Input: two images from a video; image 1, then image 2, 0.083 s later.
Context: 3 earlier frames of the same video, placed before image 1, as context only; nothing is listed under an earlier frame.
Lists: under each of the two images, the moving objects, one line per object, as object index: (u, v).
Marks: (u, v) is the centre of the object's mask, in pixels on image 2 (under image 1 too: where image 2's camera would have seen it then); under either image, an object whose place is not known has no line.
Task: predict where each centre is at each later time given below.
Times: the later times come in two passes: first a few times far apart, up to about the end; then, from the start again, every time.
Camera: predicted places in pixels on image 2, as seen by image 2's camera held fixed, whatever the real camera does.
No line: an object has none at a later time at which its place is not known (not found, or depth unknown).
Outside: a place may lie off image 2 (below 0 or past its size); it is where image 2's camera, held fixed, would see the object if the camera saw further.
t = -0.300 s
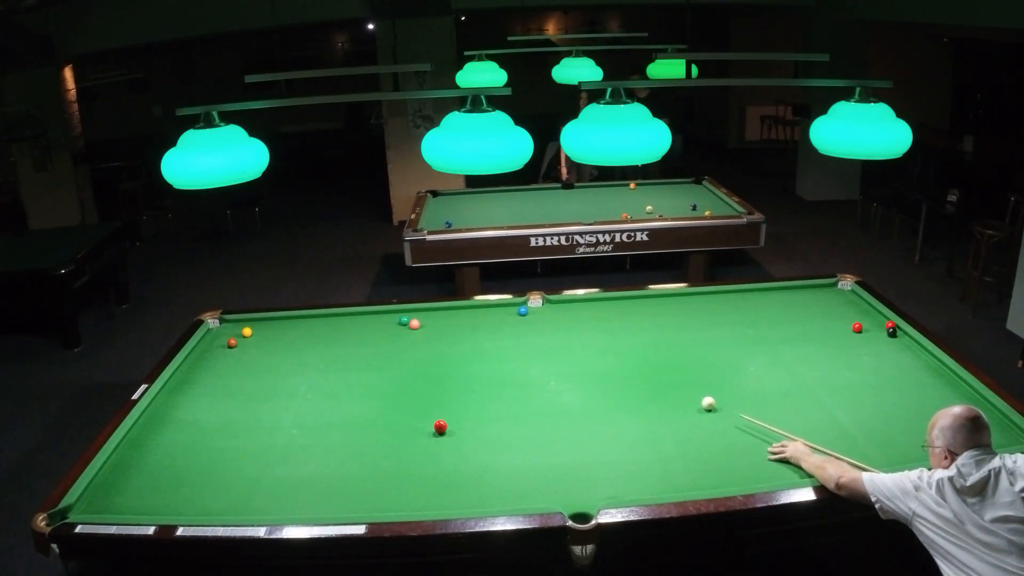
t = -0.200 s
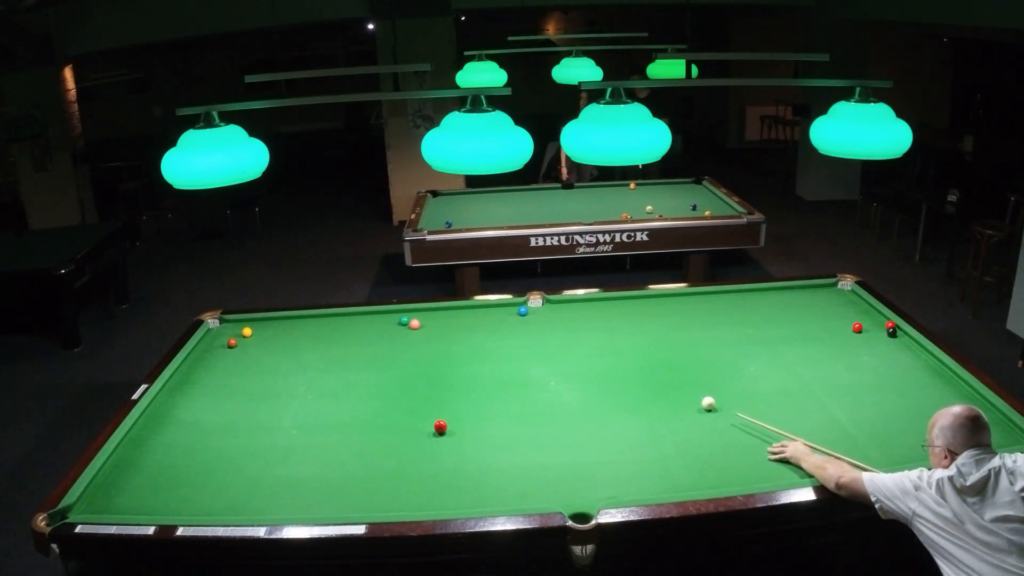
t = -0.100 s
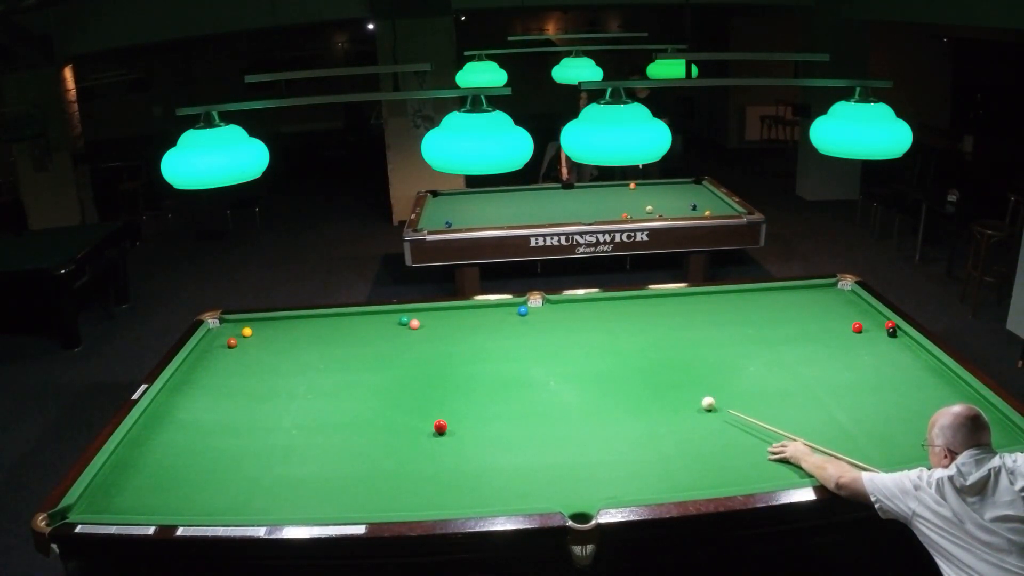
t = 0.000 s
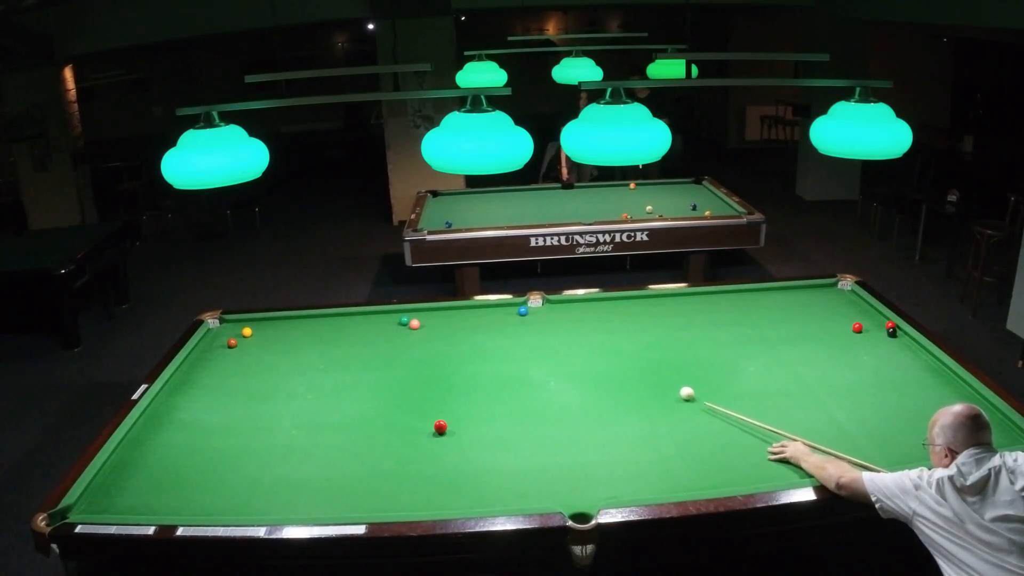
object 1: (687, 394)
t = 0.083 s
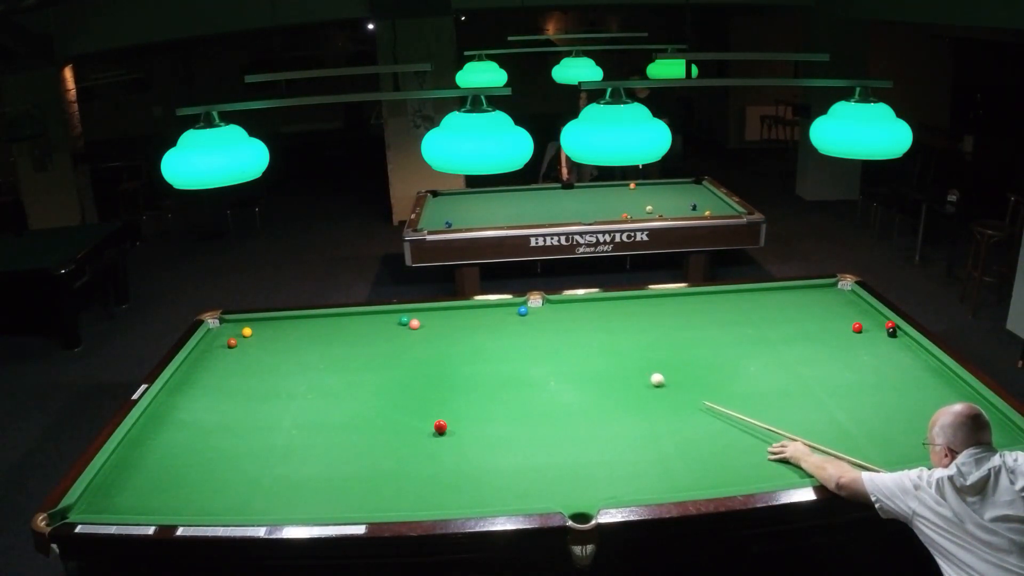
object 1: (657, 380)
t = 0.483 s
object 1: (559, 334)
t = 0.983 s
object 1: (479, 318)
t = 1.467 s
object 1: (422, 356)
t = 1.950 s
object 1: (357, 399)
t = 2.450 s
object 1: (280, 450)
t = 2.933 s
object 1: (198, 504)
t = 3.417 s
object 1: (170, 487)
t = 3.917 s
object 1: (161, 456)
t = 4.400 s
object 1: (155, 432)
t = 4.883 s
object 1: (150, 413)
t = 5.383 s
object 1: (163, 400)
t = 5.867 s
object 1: (178, 391)
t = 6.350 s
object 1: (188, 384)
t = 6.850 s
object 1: (196, 379)
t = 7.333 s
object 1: (201, 377)
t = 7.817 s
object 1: (203, 375)
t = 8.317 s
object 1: (203, 375)
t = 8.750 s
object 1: (203, 375)
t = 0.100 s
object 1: (652, 377)
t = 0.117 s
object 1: (647, 375)
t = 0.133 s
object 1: (642, 373)
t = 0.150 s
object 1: (638, 371)
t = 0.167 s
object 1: (633, 369)
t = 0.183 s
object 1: (629, 367)
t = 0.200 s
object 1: (624, 365)
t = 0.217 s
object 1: (620, 363)
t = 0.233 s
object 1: (616, 361)
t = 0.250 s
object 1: (612, 359)
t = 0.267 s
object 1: (608, 357)
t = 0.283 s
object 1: (604, 355)
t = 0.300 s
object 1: (600, 353)
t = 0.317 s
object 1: (596, 352)
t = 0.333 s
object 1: (592, 350)
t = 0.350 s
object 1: (588, 348)
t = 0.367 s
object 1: (584, 346)
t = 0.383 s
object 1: (580, 345)
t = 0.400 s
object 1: (577, 343)
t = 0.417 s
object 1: (573, 341)
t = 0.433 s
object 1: (569, 339)
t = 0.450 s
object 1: (565, 338)
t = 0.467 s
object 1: (562, 336)
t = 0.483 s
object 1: (559, 334)
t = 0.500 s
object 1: (555, 333)
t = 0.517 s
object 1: (551, 331)
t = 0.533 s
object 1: (548, 330)
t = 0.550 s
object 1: (545, 328)
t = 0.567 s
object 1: (542, 326)
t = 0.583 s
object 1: (538, 325)
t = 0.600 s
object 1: (535, 323)
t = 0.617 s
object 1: (532, 322)
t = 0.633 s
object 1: (529, 320)
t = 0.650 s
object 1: (526, 319)
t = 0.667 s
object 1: (522, 317)
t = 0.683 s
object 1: (520, 316)
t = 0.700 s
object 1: (516, 315)
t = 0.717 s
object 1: (513, 313)
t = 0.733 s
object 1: (510, 312)
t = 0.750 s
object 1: (508, 311)
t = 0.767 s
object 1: (505, 309)
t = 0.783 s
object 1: (502, 308)
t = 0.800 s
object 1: (499, 307)
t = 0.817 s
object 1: (497, 306)
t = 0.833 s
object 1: (495, 308)
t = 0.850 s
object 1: (493, 309)
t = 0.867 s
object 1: (492, 310)
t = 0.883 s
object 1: (490, 311)
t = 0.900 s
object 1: (488, 312)
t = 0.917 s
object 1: (486, 314)
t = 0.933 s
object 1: (485, 315)
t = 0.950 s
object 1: (483, 316)
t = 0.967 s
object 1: (481, 317)
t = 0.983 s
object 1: (479, 318)
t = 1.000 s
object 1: (477, 319)
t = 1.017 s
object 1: (476, 321)
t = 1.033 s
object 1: (474, 322)
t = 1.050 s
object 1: (472, 323)
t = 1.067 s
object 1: (470, 324)
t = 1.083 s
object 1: (468, 326)
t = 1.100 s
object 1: (466, 327)
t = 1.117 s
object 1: (464, 328)
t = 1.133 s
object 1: (462, 329)
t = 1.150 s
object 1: (460, 331)
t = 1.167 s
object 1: (459, 332)
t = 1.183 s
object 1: (457, 333)
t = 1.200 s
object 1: (455, 335)
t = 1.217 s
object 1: (453, 336)
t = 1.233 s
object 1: (451, 337)
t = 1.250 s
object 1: (449, 338)
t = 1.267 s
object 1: (447, 340)
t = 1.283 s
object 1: (445, 341)
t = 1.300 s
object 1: (443, 342)
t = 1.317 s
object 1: (441, 344)
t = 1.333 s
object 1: (439, 345)
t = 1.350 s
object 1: (437, 346)
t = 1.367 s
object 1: (435, 348)
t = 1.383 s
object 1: (433, 349)
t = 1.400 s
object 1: (431, 350)
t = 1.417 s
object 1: (428, 352)
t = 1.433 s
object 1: (426, 353)
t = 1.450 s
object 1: (424, 355)
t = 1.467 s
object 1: (422, 356)
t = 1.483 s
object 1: (420, 357)
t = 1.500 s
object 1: (418, 359)
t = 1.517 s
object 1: (416, 360)
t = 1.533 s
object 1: (414, 362)
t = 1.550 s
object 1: (411, 363)
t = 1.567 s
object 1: (409, 364)
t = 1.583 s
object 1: (407, 366)
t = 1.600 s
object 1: (405, 367)
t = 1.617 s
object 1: (403, 369)
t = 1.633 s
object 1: (401, 370)
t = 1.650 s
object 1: (399, 372)
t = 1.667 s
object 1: (396, 373)
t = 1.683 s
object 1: (394, 375)
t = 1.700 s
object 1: (392, 376)
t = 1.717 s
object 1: (390, 377)
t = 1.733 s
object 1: (387, 379)
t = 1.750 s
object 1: (385, 380)
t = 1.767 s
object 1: (383, 382)
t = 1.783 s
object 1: (380, 383)
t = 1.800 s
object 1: (378, 385)
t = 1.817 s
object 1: (376, 386)
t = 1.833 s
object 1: (373, 388)
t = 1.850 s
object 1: (371, 389)
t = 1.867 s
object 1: (369, 391)
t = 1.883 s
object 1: (366, 393)
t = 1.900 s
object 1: (364, 394)
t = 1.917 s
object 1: (362, 396)
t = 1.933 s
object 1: (360, 397)
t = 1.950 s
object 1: (357, 399)
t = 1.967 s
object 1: (355, 400)
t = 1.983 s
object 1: (352, 402)
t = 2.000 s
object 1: (350, 403)
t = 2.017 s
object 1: (347, 405)
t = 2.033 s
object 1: (345, 407)
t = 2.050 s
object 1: (342, 408)
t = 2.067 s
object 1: (340, 410)
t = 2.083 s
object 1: (338, 412)
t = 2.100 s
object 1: (335, 413)
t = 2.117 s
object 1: (332, 415)
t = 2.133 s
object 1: (330, 417)
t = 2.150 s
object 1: (327, 418)
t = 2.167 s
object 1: (325, 420)
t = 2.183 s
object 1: (322, 422)
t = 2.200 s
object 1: (320, 424)
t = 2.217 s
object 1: (317, 425)
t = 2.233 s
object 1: (314, 427)
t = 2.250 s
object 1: (312, 429)
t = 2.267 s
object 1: (309, 430)
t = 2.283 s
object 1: (307, 432)
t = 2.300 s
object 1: (304, 434)
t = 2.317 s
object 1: (302, 435)
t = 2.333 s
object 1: (299, 437)
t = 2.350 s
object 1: (296, 439)
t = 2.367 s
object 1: (294, 441)
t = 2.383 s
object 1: (291, 443)
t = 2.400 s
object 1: (289, 444)
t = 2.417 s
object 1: (286, 446)
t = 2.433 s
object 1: (283, 448)
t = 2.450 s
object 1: (280, 450)
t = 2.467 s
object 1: (278, 451)
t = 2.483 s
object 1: (275, 453)
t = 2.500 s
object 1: (272, 455)
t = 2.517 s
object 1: (269, 457)
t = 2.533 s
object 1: (267, 459)
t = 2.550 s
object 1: (264, 461)
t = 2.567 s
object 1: (261, 462)
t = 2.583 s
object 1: (259, 464)
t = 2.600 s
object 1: (256, 466)
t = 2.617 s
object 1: (253, 468)
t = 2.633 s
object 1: (250, 470)
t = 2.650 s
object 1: (247, 472)
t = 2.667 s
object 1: (245, 473)
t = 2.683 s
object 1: (242, 475)
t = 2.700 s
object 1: (239, 477)
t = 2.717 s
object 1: (236, 479)
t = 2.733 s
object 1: (233, 481)
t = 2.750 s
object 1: (230, 483)
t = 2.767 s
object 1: (227, 484)
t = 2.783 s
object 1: (225, 486)
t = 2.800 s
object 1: (222, 488)
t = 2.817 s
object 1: (219, 490)
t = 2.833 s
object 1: (216, 492)
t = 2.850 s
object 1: (213, 494)
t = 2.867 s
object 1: (210, 495)
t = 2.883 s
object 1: (207, 498)
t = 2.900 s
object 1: (204, 499)
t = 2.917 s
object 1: (201, 501)
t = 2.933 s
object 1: (198, 504)
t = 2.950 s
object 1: (195, 505)
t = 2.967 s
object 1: (192, 507)
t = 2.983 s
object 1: (189, 509)
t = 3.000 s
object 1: (186, 510)
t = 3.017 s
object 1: (183, 511)
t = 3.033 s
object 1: (181, 512)
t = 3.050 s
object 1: (178, 513)
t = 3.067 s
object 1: (178, 511)
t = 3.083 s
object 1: (178, 510)
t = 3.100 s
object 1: (177, 509)
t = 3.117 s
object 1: (177, 509)
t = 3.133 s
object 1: (176, 508)
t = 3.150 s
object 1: (176, 507)
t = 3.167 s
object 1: (176, 506)
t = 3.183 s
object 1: (175, 504)
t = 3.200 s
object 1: (175, 503)
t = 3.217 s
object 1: (174, 502)
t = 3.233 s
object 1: (174, 500)
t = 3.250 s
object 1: (174, 499)
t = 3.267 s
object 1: (173, 498)
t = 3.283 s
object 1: (173, 496)
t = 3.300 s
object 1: (172, 496)
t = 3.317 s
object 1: (172, 494)
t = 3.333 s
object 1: (172, 493)
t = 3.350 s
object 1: (171, 491)
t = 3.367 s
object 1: (171, 490)
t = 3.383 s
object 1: (171, 489)
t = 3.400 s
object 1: (170, 488)
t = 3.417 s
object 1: (170, 487)
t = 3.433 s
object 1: (170, 486)
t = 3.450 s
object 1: (169, 484)
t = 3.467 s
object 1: (169, 483)
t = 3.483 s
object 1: (169, 482)
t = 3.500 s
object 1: (168, 481)
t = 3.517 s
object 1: (168, 480)
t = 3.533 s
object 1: (168, 479)
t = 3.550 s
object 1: (168, 478)
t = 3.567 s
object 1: (167, 476)
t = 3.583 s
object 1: (167, 476)
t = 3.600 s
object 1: (167, 474)
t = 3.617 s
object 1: (166, 473)
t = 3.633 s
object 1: (166, 472)
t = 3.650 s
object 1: (166, 471)
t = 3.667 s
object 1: (165, 470)
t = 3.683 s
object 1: (165, 469)
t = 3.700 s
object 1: (165, 468)
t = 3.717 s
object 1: (164, 467)
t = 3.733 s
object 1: (164, 466)
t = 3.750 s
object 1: (164, 465)
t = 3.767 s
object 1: (164, 464)
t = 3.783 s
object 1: (163, 463)
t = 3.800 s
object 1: (163, 462)
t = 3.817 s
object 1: (163, 461)
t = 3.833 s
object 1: (163, 460)
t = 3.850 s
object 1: (162, 459)
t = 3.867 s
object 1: (162, 458)
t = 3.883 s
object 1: (162, 457)
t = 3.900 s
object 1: (162, 456)
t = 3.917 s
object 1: (161, 456)
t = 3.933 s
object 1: (161, 455)
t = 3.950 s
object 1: (161, 454)
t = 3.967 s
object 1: (160, 453)
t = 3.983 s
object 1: (160, 452)
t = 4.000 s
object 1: (160, 451)
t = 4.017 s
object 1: (160, 450)
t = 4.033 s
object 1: (160, 449)
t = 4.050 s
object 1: (159, 448)
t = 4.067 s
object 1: (159, 448)
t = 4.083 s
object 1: (159, 447)
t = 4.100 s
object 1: (159, 446)
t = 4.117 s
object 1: (158, 445)
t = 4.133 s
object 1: (158, 444)
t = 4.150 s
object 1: (158, 443)
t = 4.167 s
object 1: (158, 442)
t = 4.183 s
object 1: (157, 442)
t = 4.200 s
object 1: (157, 441)
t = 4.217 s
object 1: (157, 440)
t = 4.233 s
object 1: (157, 439)
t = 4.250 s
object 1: (157, 438)
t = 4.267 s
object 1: (156, 438)
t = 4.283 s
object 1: (156, 437)
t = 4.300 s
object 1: (156, 436)
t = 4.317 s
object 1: (156, 435)
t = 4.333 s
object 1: (156, 434)
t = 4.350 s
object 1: (155, 434)
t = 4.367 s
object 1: (155, 433)
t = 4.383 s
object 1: (155, 432)
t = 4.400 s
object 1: (155, 432)
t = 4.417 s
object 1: (155, 431)
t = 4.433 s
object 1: (155, 430)
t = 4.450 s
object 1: (154, 429)
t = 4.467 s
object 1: (154, 429)
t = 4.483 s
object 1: (154, 428)
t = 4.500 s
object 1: (154, 427)
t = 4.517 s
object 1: (154, 426)
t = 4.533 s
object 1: (153, 426)
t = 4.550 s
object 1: (153, 425)
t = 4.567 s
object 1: (153, 424)
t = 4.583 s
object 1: (153, 424)
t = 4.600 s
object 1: (153, 423)
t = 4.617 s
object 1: (153, 422)
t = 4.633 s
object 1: (152, 422)
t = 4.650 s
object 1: (152, 421)
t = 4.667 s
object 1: (152, 420)
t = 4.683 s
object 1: (152, 420)
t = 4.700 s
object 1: (152, 419)
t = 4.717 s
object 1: (152, 419)
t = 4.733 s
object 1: (152, 418)
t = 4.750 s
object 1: (151, 417)
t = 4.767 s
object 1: (151, 417)
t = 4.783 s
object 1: (151, 416)
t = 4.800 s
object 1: (151, 416)
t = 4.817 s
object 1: (151, 415)
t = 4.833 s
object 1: (151, 414)
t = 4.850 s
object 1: (150, 414)
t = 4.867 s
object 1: (150, 413)
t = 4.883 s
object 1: (150, 413)
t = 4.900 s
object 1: (150, 412)
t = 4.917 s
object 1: (150, 412)
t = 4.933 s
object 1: (150, 411)
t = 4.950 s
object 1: (150, 411)
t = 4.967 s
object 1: (149, 410)
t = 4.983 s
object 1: (149, 409)
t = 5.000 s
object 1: (150, 409)
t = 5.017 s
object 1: (150, 408)
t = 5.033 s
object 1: (151, 408)
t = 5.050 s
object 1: (152, 408)
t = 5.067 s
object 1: (152, 407)
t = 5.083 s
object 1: (153, 407)
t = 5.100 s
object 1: (154, 406)
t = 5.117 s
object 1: (154, 406)
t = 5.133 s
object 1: (155, 405)
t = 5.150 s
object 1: (155, 405)
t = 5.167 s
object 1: (156, 405)
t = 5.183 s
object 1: (157, 404)
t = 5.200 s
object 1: (157, 404)
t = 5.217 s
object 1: (158, 403)
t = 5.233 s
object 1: (158, 403)
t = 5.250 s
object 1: (159, 402)
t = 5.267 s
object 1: (160, 402)
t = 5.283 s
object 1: (160, 402)
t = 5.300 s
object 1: (161, 401)
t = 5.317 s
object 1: (161, 401)
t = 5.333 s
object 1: (162, 401)
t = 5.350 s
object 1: (162, 400)
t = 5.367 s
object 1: (163, 400)
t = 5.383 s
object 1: (163, 400)
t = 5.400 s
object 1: (164, 399)
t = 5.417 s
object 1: (164, 399)
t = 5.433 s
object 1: (165, 399)
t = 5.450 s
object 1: (166, 398)
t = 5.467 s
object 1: (166, 398)
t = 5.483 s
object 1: (167, 398)
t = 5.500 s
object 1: (167, 397)
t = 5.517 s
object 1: (168, 397)
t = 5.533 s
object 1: (168, 397)
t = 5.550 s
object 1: (169, 396)
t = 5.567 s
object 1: (170, 396)
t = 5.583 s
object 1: (170, 396)
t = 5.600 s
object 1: (170, 395)
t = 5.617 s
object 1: (171, 395)
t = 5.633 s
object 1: (171, 395)
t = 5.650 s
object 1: (172, 395)
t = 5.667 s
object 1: (172, 394)
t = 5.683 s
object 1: (173, 394)
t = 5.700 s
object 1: (173, 394)
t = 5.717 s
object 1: (173, 393)
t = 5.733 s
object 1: (174, 393)
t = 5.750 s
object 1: (174, 393)
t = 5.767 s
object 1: (175, 392)
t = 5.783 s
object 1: (175, 392)
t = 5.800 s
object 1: (176, 392)
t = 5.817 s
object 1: (176, 391)
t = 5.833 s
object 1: (177, 391)
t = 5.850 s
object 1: (177, 391)
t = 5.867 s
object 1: (178, 391)
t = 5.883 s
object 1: (178, 390)
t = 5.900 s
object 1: (178, 390)
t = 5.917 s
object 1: (179, 390)
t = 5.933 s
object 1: (179, 389)
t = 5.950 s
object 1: (180, 389)
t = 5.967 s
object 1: (180, 389)
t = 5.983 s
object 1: (180, 389)
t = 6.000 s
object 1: (181, 389)
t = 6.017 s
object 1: (181, 388)
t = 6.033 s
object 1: (181, 388)
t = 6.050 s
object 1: (182, 388)
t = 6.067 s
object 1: (182, 388)
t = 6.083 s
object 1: (182, 387)
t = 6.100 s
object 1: (183, 387)
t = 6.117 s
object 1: (183, 387)
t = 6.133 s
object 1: (184, 387)
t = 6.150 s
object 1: (184, 386)
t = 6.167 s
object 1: (184, 386)
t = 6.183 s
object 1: (185, 386)
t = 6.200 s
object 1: (185, 386)
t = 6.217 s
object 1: (186, 385)
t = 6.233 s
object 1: (186, 385)
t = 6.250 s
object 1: (186, 385)
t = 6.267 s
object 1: (186, 385)
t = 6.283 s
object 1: (187, 384)
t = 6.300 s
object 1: (187, 384)
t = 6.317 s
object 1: (187, 384)
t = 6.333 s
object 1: (188, 384)
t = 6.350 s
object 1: (188, 384)
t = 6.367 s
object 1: (188, 384)
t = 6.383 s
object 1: (189, 383)
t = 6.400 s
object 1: (189, 383)
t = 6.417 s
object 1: (190, 383)
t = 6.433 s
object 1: (190, 383)
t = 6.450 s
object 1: (190, 382)
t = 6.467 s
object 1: (190, 382)
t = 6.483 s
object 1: (191, 382)
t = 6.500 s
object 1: (191, 382)
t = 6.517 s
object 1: (191, 382)
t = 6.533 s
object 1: (192, 382)
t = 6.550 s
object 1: (192, 382)
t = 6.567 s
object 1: (192, 382)
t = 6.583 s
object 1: (192, 381)
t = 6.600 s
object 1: (193, 381)
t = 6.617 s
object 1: (193, 381)
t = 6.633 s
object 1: (193, 381)
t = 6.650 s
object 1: (194, 381)
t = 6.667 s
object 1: (194, 381)
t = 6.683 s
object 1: (194, 380)
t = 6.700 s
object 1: (194, 380)
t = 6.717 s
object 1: (195, 380)
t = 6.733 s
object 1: (195, 380)
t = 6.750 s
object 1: (195, 380)
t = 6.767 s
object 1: (195, 380)
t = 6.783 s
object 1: (195, 380)
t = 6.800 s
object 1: (196, 380)
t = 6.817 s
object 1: (196, 380)
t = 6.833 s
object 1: (196, 379)
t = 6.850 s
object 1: (196, 379)
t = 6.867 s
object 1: (196, 379)
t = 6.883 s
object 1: (197, 379)
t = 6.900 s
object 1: (197, 379)
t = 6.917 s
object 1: (197, 379)
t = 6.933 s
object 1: (197, 379)
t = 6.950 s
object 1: (198, 379)
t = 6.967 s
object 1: (198, 378)
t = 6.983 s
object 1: (198, 378)
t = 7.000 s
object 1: (198, 378)
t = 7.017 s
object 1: (198, 378)
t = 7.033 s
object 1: (198, 378)
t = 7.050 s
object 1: (199, 378)
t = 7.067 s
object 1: (199, 378)
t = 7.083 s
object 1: (199, 378)
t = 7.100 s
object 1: (199, 378)
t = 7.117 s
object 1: (199, 378)
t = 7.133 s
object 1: (199, 377)
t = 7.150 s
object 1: (199, 377)
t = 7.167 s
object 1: (200, 377)
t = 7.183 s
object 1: (200, 377)
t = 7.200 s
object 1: (200, 377)
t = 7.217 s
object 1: (200, 377)
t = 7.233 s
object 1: (200, 377)
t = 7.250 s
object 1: (200, 377)
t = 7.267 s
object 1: (200, 377)
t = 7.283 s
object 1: (201, 377)
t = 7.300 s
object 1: (201, 377)
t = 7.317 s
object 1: (201, 377)
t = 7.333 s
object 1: (201, 377)
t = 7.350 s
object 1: (201, 376)
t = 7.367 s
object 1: (201, 376)
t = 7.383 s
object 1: (201, 376)
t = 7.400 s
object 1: (201, 376)
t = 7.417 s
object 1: (202, 376)
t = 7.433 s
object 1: (202, 376)
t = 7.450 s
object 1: (202, 376)
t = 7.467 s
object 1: (202, 376)
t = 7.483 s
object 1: (202, 376)
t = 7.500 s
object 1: (202, 376)
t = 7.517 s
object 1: (202, 376)
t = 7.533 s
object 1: (202, 376)
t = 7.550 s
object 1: (202, 376)
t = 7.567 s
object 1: (202, 376)
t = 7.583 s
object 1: (202, 376)
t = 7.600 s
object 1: (202, 376)
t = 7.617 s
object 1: (202, 375)
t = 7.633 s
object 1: (203, 375)
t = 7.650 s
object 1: (202, 375)
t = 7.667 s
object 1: (203, 375)
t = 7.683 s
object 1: (203, 375)
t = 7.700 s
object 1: (203, 375)
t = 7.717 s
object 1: (202, 375)
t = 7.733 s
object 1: (203, 375)
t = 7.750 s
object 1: (203, 375)
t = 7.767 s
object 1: (203, 375)
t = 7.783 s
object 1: (203, 375)
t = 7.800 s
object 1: (203, 375)
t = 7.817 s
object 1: (203, 375)
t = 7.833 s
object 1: (203, 375)
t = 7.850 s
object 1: (203, 375)
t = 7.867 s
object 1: (203, 375)
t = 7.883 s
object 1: (203, 375)
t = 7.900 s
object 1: (203, 375)
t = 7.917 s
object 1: (203, 375)
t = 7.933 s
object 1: (203, 375)
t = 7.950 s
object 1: (203, 375)
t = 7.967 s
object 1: (203, 375)
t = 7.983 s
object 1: (203, 375)
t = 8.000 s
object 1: (203, 375)
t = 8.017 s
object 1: (203, 375)
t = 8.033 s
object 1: (203, 375)
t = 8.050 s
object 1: (203, 375)
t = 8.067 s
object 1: (203, 375)
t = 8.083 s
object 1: (203, 375)
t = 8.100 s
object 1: (203, 375)
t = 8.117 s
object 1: (203, 375)
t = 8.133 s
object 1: (203, 375)
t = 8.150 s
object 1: (203, 375)
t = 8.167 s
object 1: (203, 375)
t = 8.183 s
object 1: (202, 375)
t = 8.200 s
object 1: (203, 375)
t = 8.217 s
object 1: (203, 375)
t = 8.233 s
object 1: (203, 375)
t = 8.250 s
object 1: (203, 375)
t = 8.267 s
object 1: (203, 375)
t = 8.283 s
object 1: (203, 375)
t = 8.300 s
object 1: (203, 375)
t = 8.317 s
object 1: (203, 375)
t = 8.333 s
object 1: (203, 375)
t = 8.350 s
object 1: (203, 375)
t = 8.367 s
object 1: (203, 375)
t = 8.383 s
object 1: (203, 375)
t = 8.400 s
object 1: (203, 375)
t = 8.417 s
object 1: (203, 375)
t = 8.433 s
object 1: (203, 375)
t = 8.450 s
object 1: (203, 375)
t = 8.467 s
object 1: (203, 375)
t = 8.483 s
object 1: (203, 375)
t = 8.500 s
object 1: (203, 375)
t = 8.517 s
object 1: (203, 375)
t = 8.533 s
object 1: (203, 375)
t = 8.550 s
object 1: (203, 375)
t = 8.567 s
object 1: (203, 375)
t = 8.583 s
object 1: (203, 375)
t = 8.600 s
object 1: (203, 375)
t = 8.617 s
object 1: (203, 375)
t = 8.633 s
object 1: (203, 375)
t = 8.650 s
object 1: (203, 375)
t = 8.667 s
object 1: (203, 375)
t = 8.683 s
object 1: (203, 375)
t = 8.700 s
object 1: (203, 375)
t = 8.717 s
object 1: (203, 375)
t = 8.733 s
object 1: (203, 375)
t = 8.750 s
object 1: (203, 375)
